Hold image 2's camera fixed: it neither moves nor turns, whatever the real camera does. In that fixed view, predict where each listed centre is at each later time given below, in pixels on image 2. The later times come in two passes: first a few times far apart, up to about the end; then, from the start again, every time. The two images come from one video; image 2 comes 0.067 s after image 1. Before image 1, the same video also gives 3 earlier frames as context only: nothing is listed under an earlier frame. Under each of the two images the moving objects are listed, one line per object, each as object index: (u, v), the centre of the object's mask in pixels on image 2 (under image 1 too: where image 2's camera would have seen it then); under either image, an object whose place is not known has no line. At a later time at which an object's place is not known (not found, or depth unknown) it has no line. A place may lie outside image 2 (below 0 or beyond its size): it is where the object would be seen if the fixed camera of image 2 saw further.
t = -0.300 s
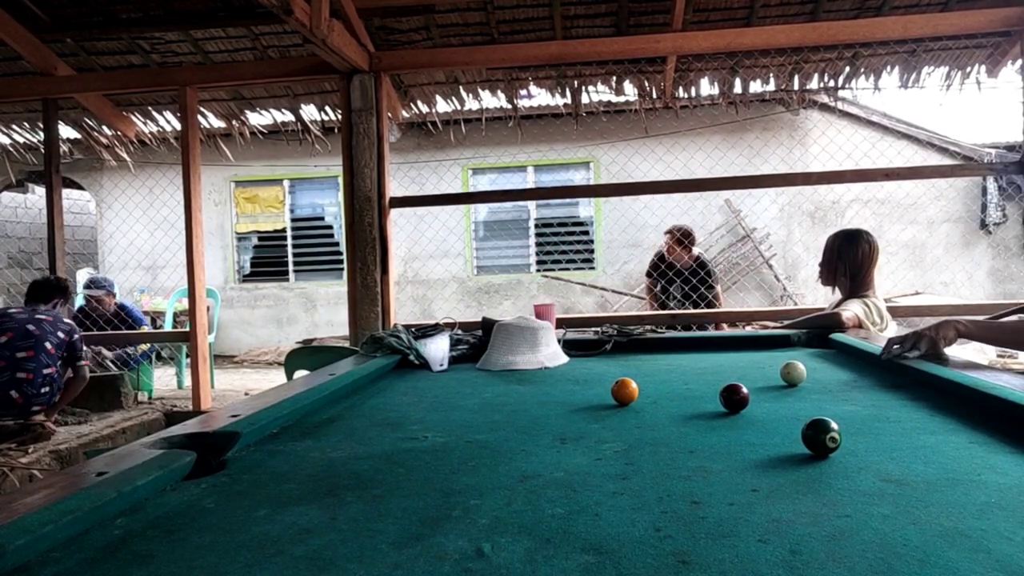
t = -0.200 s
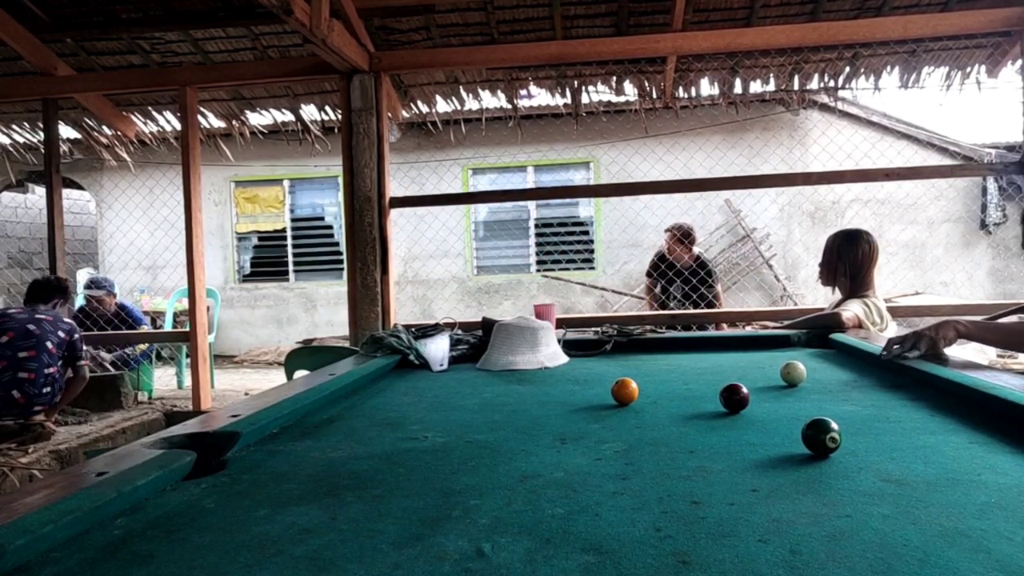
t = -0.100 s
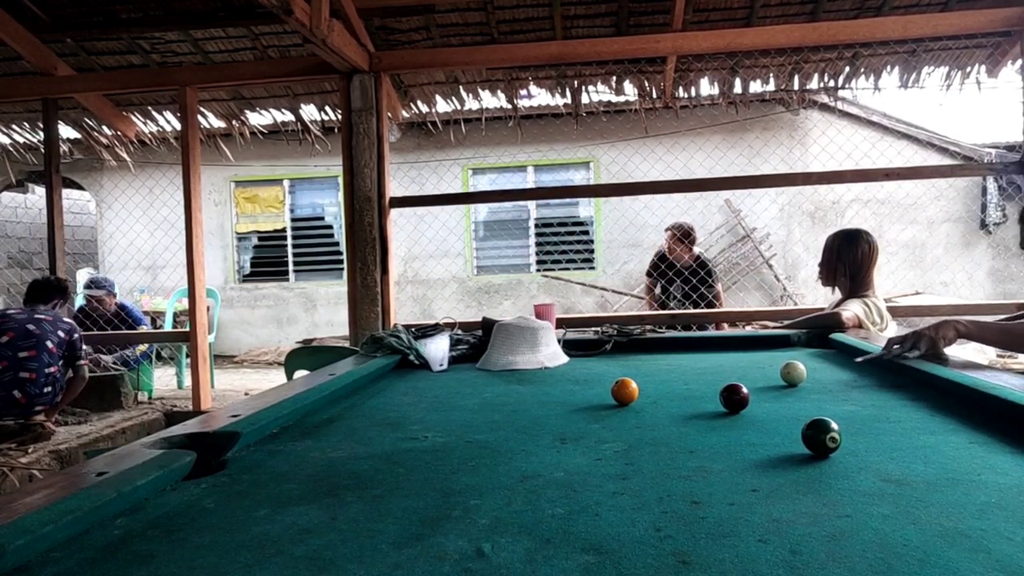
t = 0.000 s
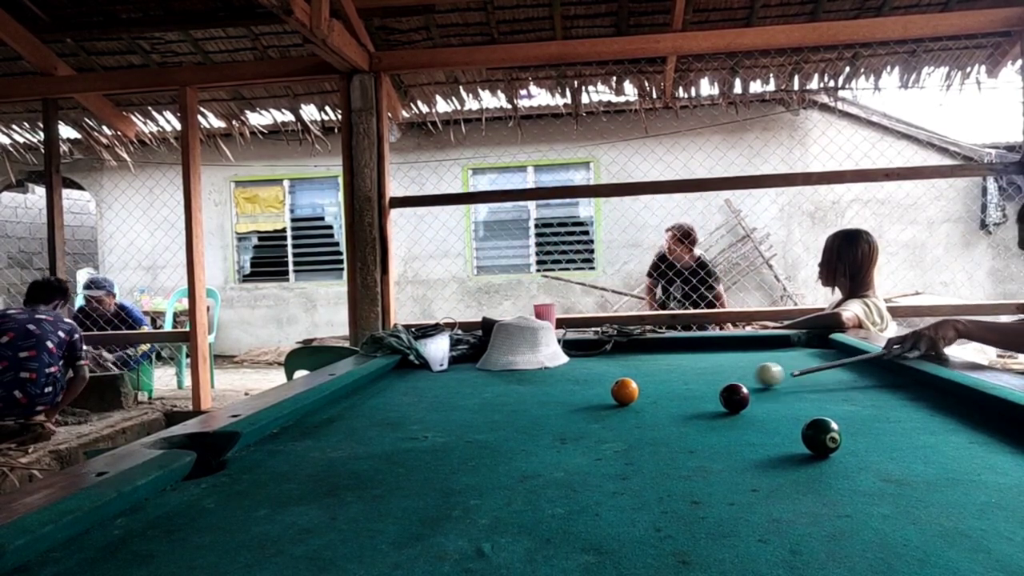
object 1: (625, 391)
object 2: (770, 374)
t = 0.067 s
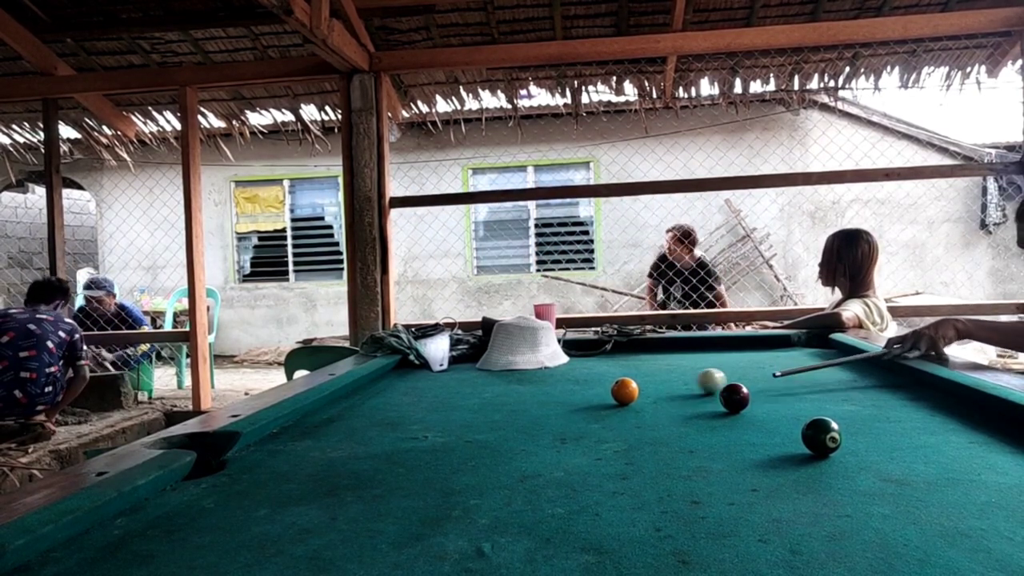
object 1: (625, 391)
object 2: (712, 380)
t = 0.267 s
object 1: (559, 400)
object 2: (628, 388)
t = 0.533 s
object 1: (416, 421)
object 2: (569, 391)
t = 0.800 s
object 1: (247, 444)
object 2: (516, 394)
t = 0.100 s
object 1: (625, 391)
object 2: (686, 383)
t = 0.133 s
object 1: (625, 391)
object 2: (662, 386)
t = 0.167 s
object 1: (617, 392)
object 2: (645, 387)
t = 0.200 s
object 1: (596, 395)
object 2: (641, 387)
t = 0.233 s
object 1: (577, 398)
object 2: (636, 388)
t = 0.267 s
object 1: (559, 400)
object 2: (628, 388)
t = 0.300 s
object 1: (542, 402)
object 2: (620, 388)
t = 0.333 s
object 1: (525, 404)
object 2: (613, 389)
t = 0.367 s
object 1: (508, 407)
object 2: (605, 389)
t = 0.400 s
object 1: (490, 410)
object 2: (598, 389)
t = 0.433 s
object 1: (472, 412)
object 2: (590, 390)
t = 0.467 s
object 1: (454, 415)
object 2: (583, 390)
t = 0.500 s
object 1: (435, 418)
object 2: (576, 390)
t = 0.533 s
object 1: (416, 421)
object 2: (569, 391)
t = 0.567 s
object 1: (396, 423)
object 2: (562, 391)
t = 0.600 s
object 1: (376, 426)
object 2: (555, 391)
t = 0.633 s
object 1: (355, 429)
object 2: (549, 392)
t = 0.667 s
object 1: (334, 432)
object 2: (542, 392)
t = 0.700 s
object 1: (313, 435)
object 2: (535, 393)
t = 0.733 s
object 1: (291, 438)
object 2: (529, 393)
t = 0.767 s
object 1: (270, 441)
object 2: (523, 393)
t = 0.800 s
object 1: (247, 444)
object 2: (516, 394)
